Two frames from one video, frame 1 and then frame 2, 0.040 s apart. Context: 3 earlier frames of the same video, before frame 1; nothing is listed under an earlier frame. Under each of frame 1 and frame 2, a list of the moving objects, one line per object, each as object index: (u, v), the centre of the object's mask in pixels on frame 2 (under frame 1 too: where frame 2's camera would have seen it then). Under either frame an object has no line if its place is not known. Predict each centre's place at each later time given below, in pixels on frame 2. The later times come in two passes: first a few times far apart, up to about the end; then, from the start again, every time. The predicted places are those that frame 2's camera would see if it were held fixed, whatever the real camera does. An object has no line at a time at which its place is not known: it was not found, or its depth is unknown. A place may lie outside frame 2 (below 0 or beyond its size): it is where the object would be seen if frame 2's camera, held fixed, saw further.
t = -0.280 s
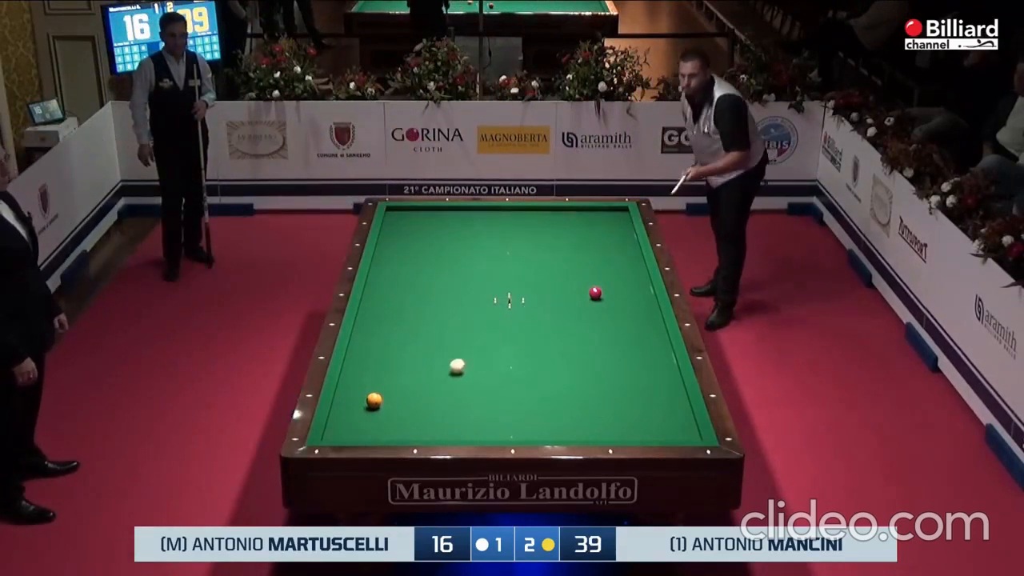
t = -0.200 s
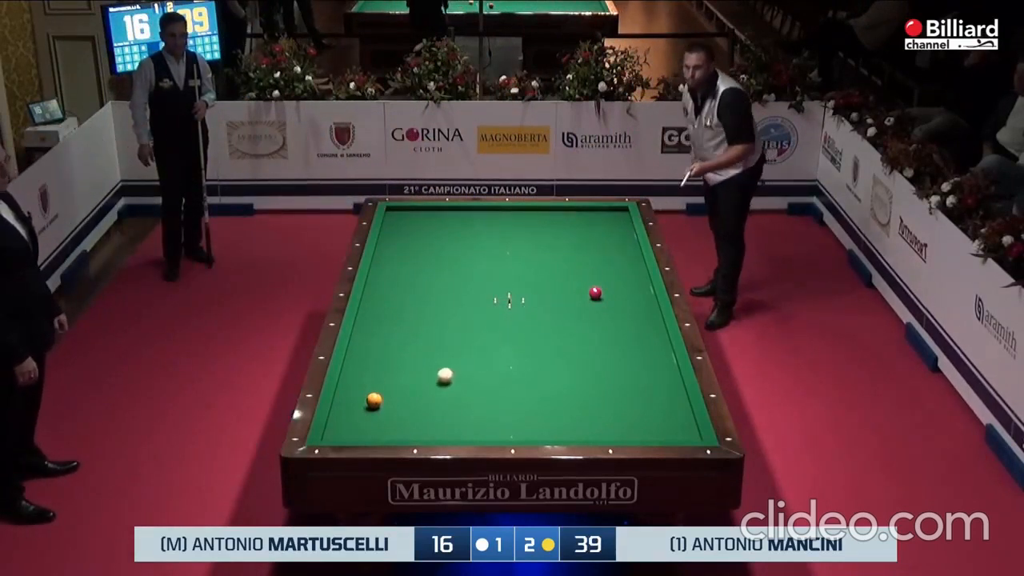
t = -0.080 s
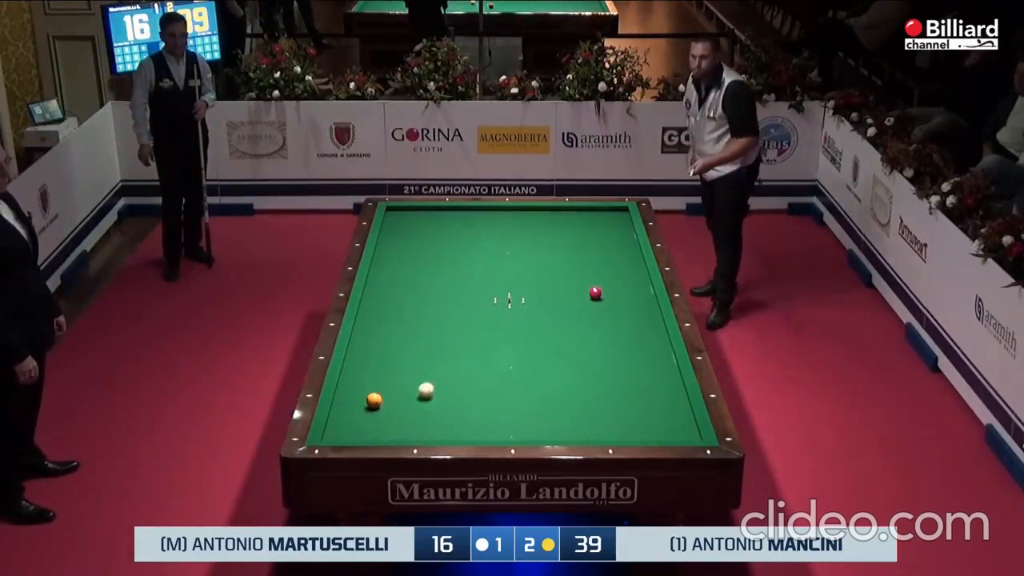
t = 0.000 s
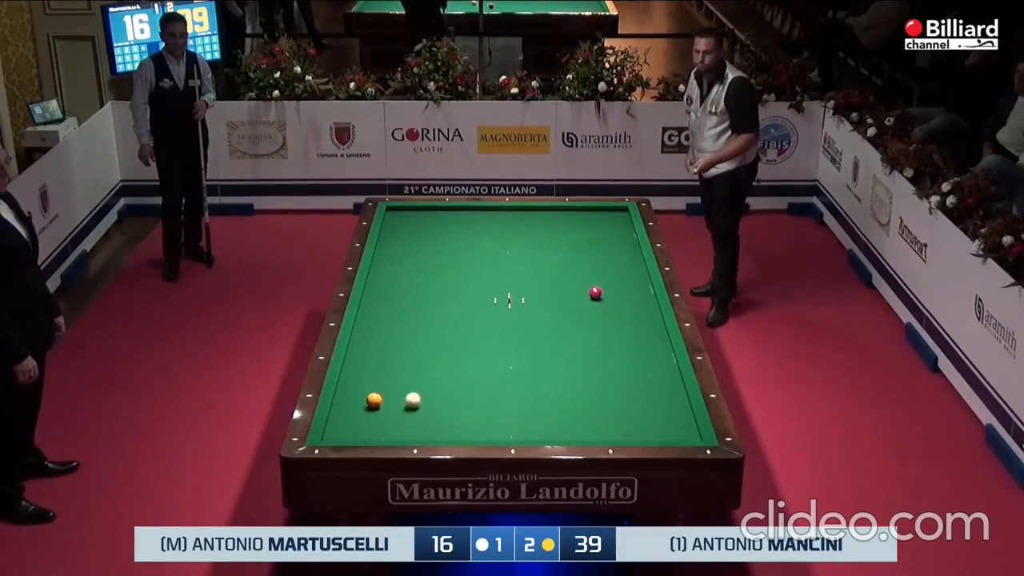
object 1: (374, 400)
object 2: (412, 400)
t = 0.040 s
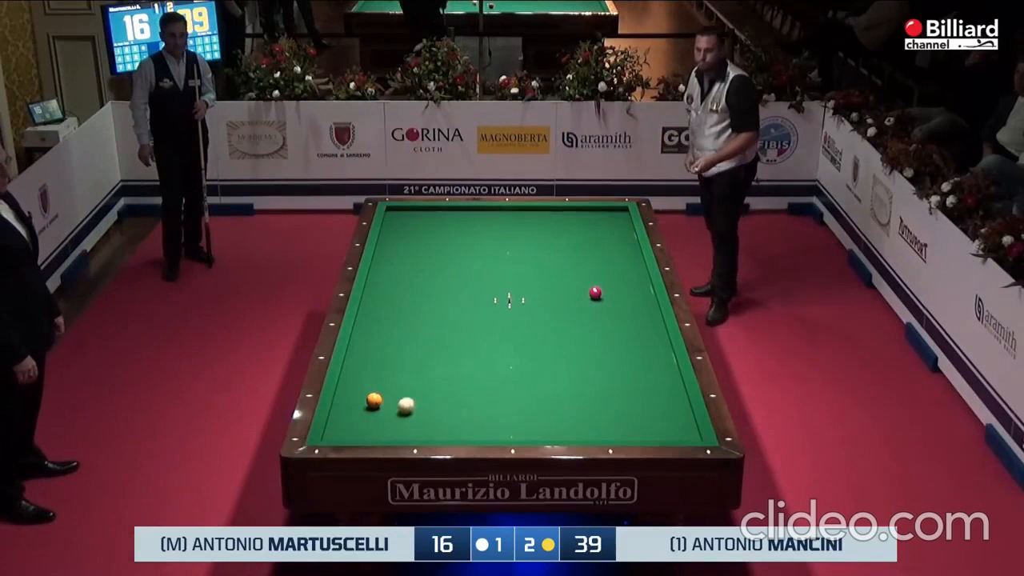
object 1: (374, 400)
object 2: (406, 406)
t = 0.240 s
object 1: (374, 400)
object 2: (371, 432)
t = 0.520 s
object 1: (374, 400)
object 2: (341, 416)
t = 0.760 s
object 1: (384, 397)
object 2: (360, 403)
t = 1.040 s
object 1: (407, 387)
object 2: (362, 395)
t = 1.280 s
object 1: (427, 379)
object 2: (365, 389)
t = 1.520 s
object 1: (446, 372)
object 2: (367, 382)
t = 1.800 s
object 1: (466, 364)
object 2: (369, 376)
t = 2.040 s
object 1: (482, 358)
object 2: (372, 371)
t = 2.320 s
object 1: (501, 350)
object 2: (374, 365)
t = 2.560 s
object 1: (516, 345)
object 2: (376, 361)
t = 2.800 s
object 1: (530, 339)
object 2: (378, 357)
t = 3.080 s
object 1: (545, 333)
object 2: (380, 352)
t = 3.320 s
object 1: (558, 328)
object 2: (381, 349)
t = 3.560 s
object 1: (570, 324)
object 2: (383, 346)
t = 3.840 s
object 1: (584, 319)
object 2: (384, 342)
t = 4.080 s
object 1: (594, 315)
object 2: (385, 340)
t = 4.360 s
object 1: (606, 310)
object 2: (385, 337)
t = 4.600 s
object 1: (616, 307)
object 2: (386, 336)
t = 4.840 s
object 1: (625, 303)
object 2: (387, 334)
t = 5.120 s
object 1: (635, 300)
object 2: (387, 332)
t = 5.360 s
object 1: (643, 297)
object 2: (388, 331)
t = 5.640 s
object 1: (648, 293)
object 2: (389, 331)
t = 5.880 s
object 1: (643, 292)
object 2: (389, 330)
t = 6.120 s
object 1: (638, 290)
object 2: (389, 330)
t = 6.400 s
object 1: (633, 289)
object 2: (390, 330)
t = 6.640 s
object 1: (629, 287)
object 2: (389, 330)
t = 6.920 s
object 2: (390, 330)
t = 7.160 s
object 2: (389, 330)
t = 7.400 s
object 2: (389, 330)
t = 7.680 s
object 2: (389, 330)
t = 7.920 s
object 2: (389, 330)
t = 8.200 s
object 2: (389, 330)
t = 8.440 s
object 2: (390, 330)
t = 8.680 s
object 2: (390, 330)
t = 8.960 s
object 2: (390, 330)
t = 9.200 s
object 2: (390, 330)
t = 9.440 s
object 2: (390, 330)
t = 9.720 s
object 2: (390, 330)
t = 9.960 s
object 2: (390, 330)
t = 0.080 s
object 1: (374, 400)
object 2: (399, 411)
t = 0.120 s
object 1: (374, 400)
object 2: (392, 416)
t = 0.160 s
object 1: (374, 400)
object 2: (385, 422)
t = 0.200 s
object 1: (374, 400)
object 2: (378, 427)
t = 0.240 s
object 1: (374, 400)
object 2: (371, 432)
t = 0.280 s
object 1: (374, 400)
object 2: (364, 435)
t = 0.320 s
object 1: (374, 400)
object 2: (356, 433)
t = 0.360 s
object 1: (374, 400)
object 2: (350, 430)
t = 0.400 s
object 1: (374, 400)
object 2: (344, 426)
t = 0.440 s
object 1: (374, 400)
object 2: (338, 422)
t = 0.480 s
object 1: (374, 400)
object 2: (335, 419)
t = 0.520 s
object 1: (374, 400)
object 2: (341, 416)
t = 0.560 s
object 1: (374, 400)
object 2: (347, 413)
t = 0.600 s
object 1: (374, 400)
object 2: (351, 410)
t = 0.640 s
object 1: (374, 400)
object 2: (356, 408)
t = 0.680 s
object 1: (375, 400)
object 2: (360, 405)
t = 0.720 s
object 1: (379, 398)
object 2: (360, 404)
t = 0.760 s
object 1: (384, 397)
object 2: (360, 403)
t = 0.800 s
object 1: (387, 395)
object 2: (360, 402)
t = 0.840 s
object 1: (391, 394)
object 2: (361, 400)
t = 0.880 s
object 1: (394, 392)
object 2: (361, 399)
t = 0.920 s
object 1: (397, 391)
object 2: (361, 398)
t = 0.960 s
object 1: (401, 390)
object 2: (362, 397)
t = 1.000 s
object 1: (404, 388)
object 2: (362, 396)
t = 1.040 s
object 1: (407, 387)
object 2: (362, 395)
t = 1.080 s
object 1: (411, 386)
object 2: (363, 394)
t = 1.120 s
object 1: (414, 384)
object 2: (363, 393)
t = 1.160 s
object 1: (417, 383)
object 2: (364, 392)
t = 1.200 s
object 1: (421, 382)
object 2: (364, 391)
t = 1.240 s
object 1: (424, 381)
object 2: (365, 390)
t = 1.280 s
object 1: (427, 379)
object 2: (365, 389)
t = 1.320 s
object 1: (430, 378)
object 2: (365, 387)
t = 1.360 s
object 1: (433, 377)
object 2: (366, 386)
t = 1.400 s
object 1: (437, 375)
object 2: (366, 386)
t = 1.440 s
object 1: (440, 374)
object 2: (366, 385)
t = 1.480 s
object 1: (443, 373)
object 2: (367, 383)
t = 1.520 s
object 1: (446, 372)
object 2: (367, 382)
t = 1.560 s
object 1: (449, 371)
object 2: (367, 381)
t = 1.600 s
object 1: (452, 370)
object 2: (368, 381)
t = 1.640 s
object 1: (455, 369)
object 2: (368, 379)
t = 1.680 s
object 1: (457, 367)
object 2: (369, 379)
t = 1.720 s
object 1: (460, 366)
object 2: (369, 378)
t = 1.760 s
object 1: (463, 366)
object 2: (369, 377)
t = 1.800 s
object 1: (466, 364)
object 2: (369, 376)
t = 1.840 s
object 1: (469, 363)
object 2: (370, 375)
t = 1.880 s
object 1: (472, 362)
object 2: (370, 374)
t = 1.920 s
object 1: (474, 361)
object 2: (371, 373)
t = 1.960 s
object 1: (477, 360)
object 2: (371, 372)
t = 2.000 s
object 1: (480, 359)
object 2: (371, 371)
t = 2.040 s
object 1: (482, 358)
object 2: (372, 371)
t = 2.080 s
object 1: (485, 357)
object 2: (372, 370)
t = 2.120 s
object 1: (488, 356)
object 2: (372, 369)
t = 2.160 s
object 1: (490, 355)
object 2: (373, 368)
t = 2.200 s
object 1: (493, 353)
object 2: (373, 367)
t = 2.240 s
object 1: (496, 353)
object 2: (373, 367)
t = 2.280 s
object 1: (498, 352)
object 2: (374, 366)
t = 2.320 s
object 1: (501, 350)
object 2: (374, 365)
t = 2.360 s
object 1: (503, 350)
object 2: (375, 364)
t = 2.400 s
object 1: (506, 349)
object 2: (375, 363)
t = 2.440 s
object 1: (508, 348)
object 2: (375, 363)
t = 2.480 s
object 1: (511, 347)
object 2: (376, 362)
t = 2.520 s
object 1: (513, 346)
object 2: (376, 361)
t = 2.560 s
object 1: (516, 345)
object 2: (376, 361)
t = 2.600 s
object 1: (518, 344)
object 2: (376, 360)
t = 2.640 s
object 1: (520, 343)
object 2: (377, 359)
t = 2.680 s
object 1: (523, 342)
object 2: (377, 359)
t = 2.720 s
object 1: (525, 341)
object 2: (377, 358)
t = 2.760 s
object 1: (528, 340)
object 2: (377, 357)
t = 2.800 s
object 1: (530, 339)
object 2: (378, 357)
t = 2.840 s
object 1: (532, 339)
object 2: (378, 356)
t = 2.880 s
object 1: (534, 338)
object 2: (379, 355)
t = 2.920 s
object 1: (537, 337)
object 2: (379, 355)
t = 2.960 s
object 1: (539, 336)
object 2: (379, 354)
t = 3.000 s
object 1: (541, 335)
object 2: (379, 353)
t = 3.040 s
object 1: (543, 334)
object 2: (380, 353)
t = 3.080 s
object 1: (545, 333)
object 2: (380, 352)
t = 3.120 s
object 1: (548, 332)
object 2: (380, 351)
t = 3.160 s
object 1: (550, 332)
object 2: (381, 351)
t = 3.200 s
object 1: (552, 331)
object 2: (381, 350)
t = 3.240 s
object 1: (554, 330)
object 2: (381, 350)
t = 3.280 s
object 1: (556, 329)
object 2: (381, 349)
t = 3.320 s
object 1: (558, 328)
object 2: (381, 349)
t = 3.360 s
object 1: (560, 328)
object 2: (382, 348)
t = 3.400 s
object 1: (562, 327)
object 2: (382, 348)
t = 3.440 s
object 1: (564, 326)
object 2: (382, 347)
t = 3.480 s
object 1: (566, 326)
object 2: (383, 347)
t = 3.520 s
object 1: (568, 325)
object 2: (383, 346)
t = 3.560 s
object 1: (570, 324)
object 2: (383, 346)
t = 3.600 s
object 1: (572, 323)
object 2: (383, 345)
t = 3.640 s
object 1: (574, 322)
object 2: (383, 345)
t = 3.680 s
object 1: (576, 322)
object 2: (383, 344)
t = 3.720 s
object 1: (578, 321)
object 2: (383, 343)
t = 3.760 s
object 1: (580, 320)
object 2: (384, 343)
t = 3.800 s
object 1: (582, 320)
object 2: (384, 343)
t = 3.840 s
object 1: (584, 319)
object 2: (384, 342)
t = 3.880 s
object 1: (585, 318)
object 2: (384, 342)
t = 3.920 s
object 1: (587, 318)
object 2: (384, 342)
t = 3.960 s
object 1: (589, 317)
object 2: (384, 341)
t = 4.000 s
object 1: (591, 316)
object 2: (384, 341)
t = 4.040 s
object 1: (593, 315)
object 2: (384, 340)
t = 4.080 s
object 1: (594, 315)
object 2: (385, 340)
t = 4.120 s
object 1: (596, 314)
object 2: (385, 339)
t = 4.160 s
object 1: (598, 313)
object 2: (385, 339)
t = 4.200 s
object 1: (600, 313)
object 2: (385, 339)
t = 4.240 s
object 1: (601, 312)
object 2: (385, 338)
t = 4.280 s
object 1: (603, 312)
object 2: (385, 338)
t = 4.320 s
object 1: (605, 311)
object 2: (385, 338)
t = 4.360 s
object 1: (606, 310)
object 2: (385, 337)
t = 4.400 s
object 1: (608, 310)
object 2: (386, 337)
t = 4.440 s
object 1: (609, 309)
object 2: (386, 337)
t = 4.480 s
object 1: (611, 309)
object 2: (386, 336)
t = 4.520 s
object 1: (613, 308)
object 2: (386, 336)
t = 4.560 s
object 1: (614, 308)
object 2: (386, 336)
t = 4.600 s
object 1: (616, 307)
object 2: (386, 336)
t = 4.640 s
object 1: (617, 306)
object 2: (386, 335)
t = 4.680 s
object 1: (619, 306)
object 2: (386, 335)
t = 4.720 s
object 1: (620, 305)
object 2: (386, 335)
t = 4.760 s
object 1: (622, 304)
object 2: (387, 334)
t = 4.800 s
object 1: (623, 304)
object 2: (387, 334)
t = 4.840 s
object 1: (625, 303)
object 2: (387, 334)
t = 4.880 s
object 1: (626, 303)
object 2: (387, 334)
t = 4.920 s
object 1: (628, 302)
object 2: (387, 334)
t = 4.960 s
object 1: (629, 302)
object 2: (387, 333)
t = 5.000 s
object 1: (630, 301)
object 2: (387, 333)
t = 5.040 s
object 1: (632, 301)
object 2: (387, 333)
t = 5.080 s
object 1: (633, 300)
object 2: (387, 333)
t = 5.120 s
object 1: (635, 300)
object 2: (387, 332)
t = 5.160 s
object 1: (636, 299)
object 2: (387, 332)
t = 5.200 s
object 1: (637, 299)
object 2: (387, 332)
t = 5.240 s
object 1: (639, 298)
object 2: (388, 332)
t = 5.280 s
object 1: (640, 298)
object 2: (388, 332)
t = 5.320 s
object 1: (641, 297)
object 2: (388, 332)
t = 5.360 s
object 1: (643, 297)
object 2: (388, 331)
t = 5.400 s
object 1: (644, 296)
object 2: (388, 331)
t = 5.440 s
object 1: (645, 296)
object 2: (389, 331)
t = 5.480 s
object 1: (646, 295)
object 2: (389, 331)
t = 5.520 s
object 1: (647, 295)
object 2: (389, 331)
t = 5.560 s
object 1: (649, 294)
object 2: (389, 331)
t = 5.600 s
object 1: (649, 294)
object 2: (389, 331)
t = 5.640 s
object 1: (648, 293)
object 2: (389, 331)
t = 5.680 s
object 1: (647, 293)
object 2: (389, 330)
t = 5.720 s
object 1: (646, 293)
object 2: (389, 330)
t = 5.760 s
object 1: (646, 293)
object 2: (389, 330)
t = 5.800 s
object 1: (644, 292)
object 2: (389, 330)
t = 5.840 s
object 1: (644, 292)
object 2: (389, 330)
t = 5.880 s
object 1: (643, 292)
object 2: (389, 330)
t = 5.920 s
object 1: (642, 291)
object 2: (389, 330)
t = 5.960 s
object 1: (641, 291)
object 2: (389, 330)
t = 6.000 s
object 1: (640, 291)
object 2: (389, 330)
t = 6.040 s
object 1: (640, 291)
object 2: (389, 330)
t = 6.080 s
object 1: (639, 290)
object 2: (389, 330)
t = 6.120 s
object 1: (638, 290)
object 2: (389, 330)
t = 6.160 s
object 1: (637, 290)
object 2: (389, 330)
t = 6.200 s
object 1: (636, 289)
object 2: (389, 330)
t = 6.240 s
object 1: (636, 289)
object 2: (389, 330)
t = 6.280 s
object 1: (635, 289)
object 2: (389, 330)
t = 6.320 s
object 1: (634, 289)
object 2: (390, 330)
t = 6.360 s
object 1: (633, 289)
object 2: (390, 330)
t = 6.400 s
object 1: (633, 289)
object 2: (390, 330)
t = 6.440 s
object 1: (632, 288)
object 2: (390, 330)
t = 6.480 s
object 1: (631, 288)
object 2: (390, 330)
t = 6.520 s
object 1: (631, 288)
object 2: (390, 330)
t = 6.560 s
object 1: (630, 288)
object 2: (390, 330)
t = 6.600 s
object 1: (630, 288)
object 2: (390, 330)
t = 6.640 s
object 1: (629, 287)
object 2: (389, 330)
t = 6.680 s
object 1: (628, 287)
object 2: (389, 330)
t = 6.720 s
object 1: (628, 287)
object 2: (390, 330)
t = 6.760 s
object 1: (627, 287)
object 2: (390, 330)
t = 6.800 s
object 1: (626, 286)
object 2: (390, 330)
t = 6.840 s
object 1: (626, 286)
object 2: (390, 330)
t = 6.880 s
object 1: (625, 286)
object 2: (390, 330)
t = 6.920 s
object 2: (390, 330)
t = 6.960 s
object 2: (390, 330)
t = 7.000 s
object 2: (390, 330)
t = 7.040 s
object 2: (390, 330)
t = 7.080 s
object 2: (390, 330)
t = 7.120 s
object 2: (389, 330)
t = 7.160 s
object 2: (389, 330)
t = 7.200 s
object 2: (389, 330)
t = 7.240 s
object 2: (389, 330)
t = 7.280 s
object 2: (389, 330)
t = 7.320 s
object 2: (389, 330)
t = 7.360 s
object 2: (389, 330)
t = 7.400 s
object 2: (389, 330)
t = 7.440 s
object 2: (389, 330)
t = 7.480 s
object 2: (389, 330)
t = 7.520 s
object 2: (389, 330)
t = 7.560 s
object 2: (389, 330)
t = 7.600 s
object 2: (389, 330)
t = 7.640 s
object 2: (389, 330)
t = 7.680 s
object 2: (389, 330)
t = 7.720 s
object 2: (390, 330)
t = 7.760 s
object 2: (389, 330)
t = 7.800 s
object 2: (390, 330)
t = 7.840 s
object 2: (389, 330)
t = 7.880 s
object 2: (389, 330)
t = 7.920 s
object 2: (389, 330)
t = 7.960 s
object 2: (389, 330)
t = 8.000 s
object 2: (389, 330)
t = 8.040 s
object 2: (389, 330)
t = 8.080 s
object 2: (389, 330)
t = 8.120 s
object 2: (389, 330)
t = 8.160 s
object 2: (389, 330)
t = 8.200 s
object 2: (389, 330)
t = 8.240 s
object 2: (389, 330)
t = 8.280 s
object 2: (389, 330)
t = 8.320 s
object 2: (389, 330)
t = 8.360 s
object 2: (389, 330)
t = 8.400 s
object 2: (389, 330)
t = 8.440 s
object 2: (390, 330)
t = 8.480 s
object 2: (389, 330)
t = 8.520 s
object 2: (389, 330)
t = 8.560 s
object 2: (389, 330)
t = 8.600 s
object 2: (389, 330)
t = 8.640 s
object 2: (389, 330)
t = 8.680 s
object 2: (390, 330)
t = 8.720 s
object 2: (390, 330)
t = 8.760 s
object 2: (390, 330)
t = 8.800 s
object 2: (390, 330)
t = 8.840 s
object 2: (390, 330)
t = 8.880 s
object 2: (390, 330)
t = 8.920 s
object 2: (390, 330)
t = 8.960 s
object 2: (390, 330)
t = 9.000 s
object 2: (390, 330)
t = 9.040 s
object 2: (390, 330)
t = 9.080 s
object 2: (390, 330)
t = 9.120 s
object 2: (390, 330)
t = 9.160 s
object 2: (390, 330)
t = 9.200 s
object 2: (390, 330)
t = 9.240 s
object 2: (390, 330)
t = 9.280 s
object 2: (390, 330)
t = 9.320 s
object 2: (390, 330)
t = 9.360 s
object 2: (390, 330)
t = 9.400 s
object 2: (390, 330)
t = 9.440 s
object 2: (390, 330)
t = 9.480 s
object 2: (390, 329)
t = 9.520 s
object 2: (390, 330)
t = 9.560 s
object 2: (390, 330)
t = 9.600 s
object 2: (390, 330)
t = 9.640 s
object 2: (390, 330)
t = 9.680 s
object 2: (390, 330)
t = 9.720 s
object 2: (390, 330)
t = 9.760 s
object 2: (390, 330)
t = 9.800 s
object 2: (390, 330)
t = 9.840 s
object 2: (390, 330)
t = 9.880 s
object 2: (390, 330)
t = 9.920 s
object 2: (390, 330)
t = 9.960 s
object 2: (390, 330)
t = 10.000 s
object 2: (390, 330)
